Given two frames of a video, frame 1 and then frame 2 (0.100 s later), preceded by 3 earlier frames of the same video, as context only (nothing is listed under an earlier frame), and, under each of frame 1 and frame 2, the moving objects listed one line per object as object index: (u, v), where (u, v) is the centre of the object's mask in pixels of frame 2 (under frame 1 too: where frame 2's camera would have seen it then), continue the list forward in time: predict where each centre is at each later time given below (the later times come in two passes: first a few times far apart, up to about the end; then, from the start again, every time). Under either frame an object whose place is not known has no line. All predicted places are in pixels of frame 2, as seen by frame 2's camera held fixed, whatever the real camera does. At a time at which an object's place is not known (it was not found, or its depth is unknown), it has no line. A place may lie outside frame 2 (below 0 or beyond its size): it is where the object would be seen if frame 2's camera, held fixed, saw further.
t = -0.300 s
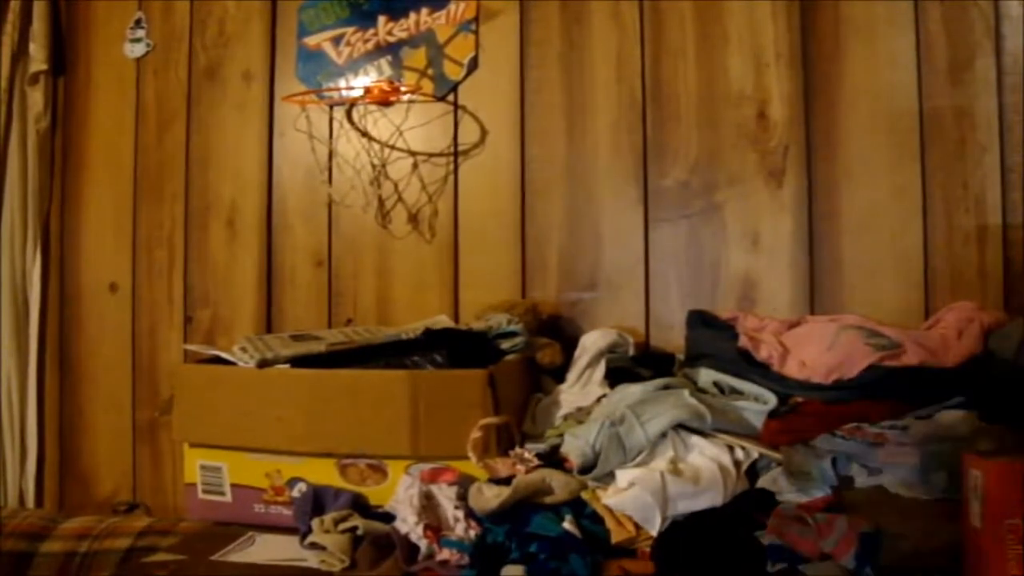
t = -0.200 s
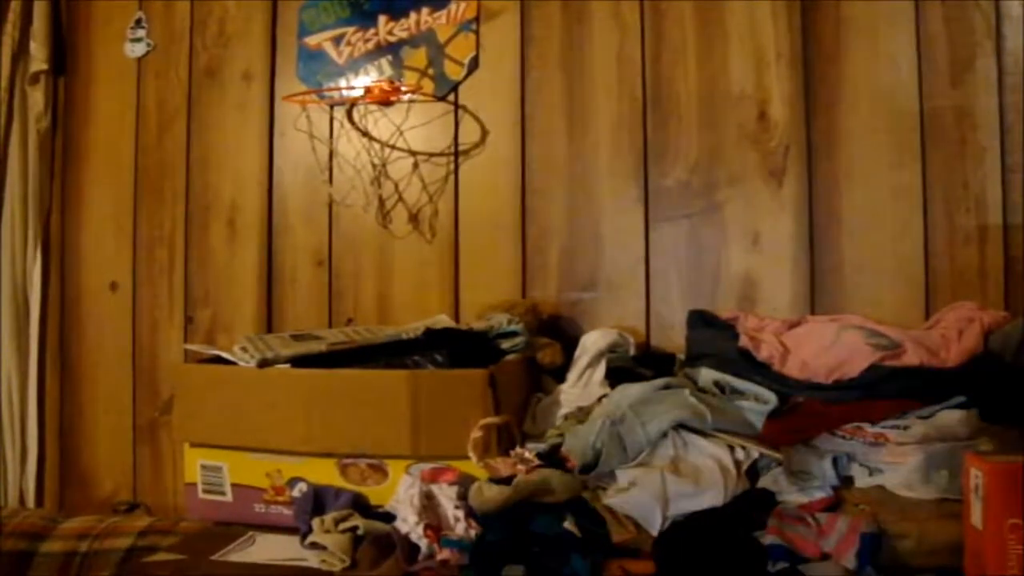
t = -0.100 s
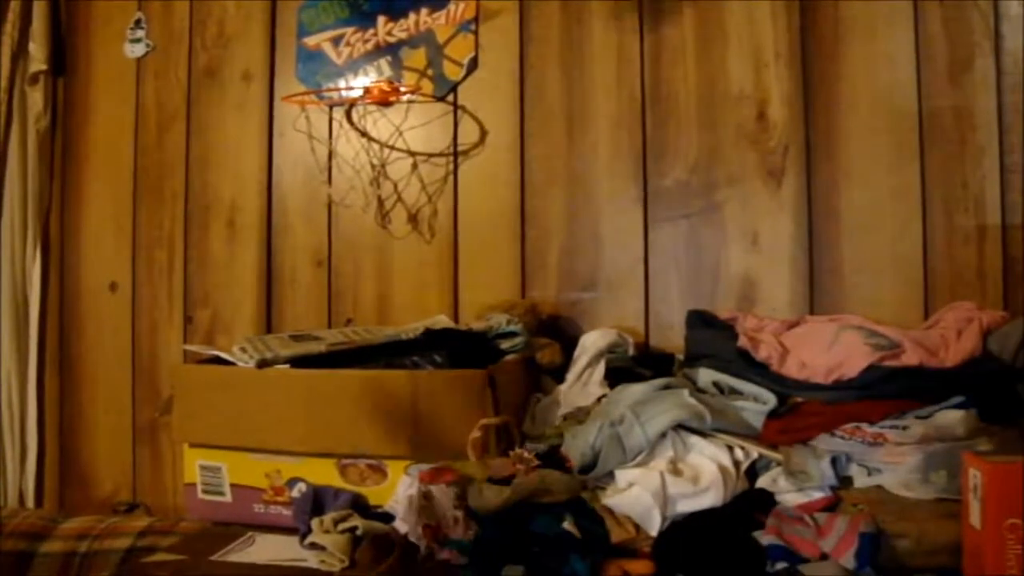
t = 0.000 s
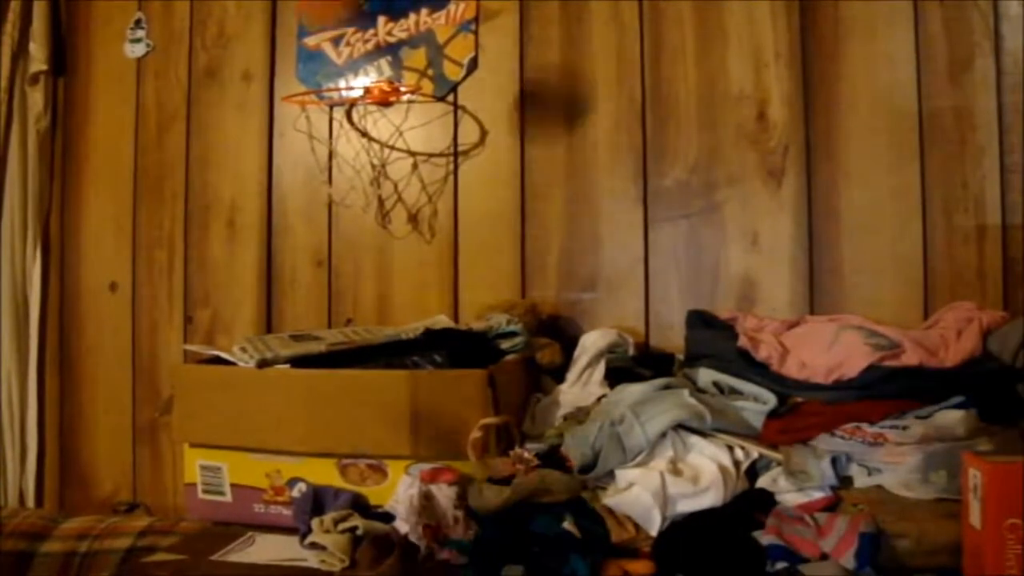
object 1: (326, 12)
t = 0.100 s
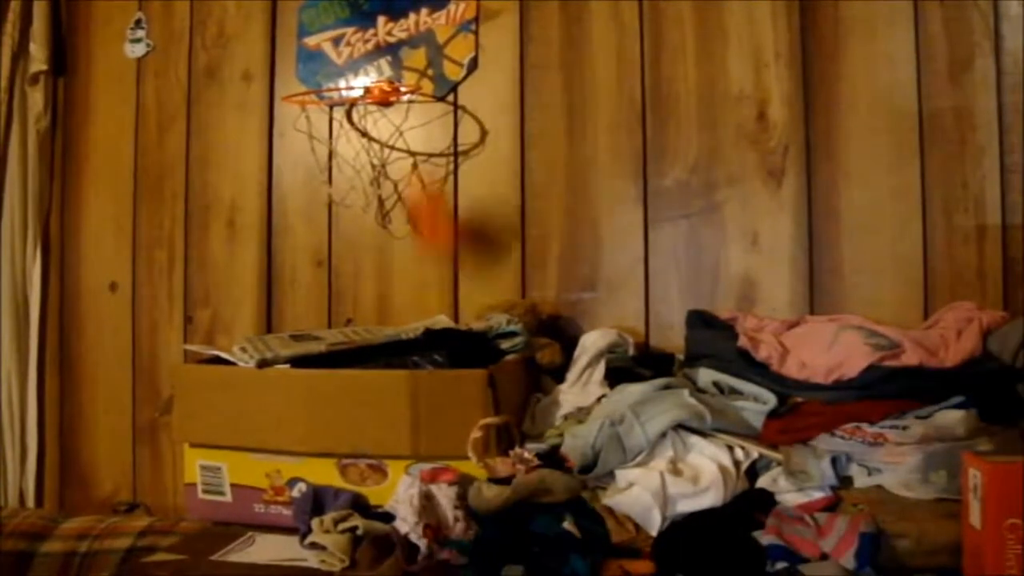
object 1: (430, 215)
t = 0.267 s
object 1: (423, 301)
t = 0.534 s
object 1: (347, 342)
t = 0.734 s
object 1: (238, 544)
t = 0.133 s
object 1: (458, 280)
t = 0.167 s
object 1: (446, 312)
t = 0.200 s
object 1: (438, 315)
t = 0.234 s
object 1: (430, 309)
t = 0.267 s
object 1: (423, 301)
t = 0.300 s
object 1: (416, 297)
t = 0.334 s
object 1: (409, 301)
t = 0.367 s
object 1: (402, 310)
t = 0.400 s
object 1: (393, 318)
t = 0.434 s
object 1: (384, 321)
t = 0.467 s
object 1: (374, 326)
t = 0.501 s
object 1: (362, 334)
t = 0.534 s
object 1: (347, 342)
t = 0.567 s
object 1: (332, 352)
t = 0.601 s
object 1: (316, 372)
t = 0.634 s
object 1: (297, 403)
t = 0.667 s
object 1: (283, 433)
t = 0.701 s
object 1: (259, 494)
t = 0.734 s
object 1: (238, 544)
